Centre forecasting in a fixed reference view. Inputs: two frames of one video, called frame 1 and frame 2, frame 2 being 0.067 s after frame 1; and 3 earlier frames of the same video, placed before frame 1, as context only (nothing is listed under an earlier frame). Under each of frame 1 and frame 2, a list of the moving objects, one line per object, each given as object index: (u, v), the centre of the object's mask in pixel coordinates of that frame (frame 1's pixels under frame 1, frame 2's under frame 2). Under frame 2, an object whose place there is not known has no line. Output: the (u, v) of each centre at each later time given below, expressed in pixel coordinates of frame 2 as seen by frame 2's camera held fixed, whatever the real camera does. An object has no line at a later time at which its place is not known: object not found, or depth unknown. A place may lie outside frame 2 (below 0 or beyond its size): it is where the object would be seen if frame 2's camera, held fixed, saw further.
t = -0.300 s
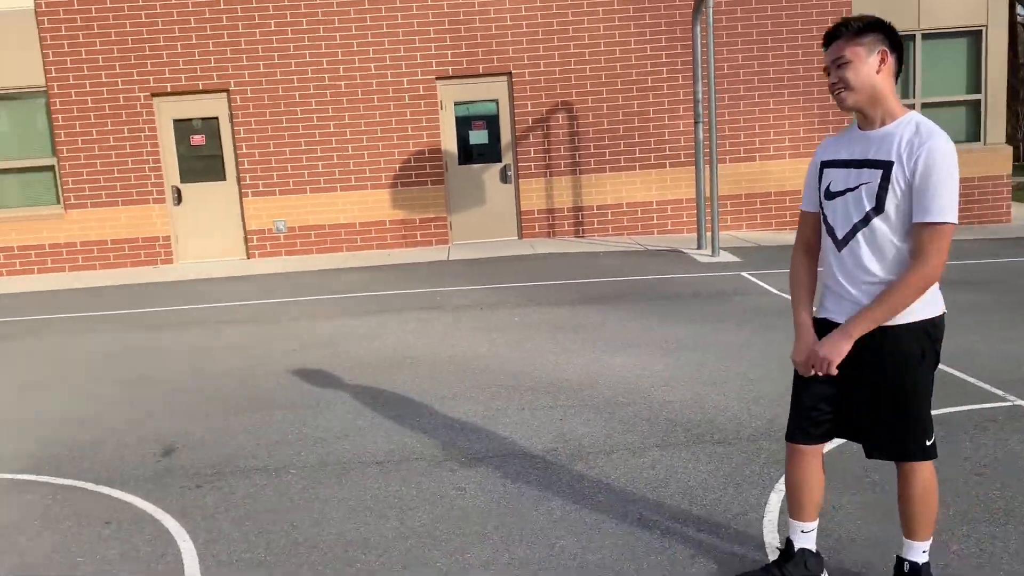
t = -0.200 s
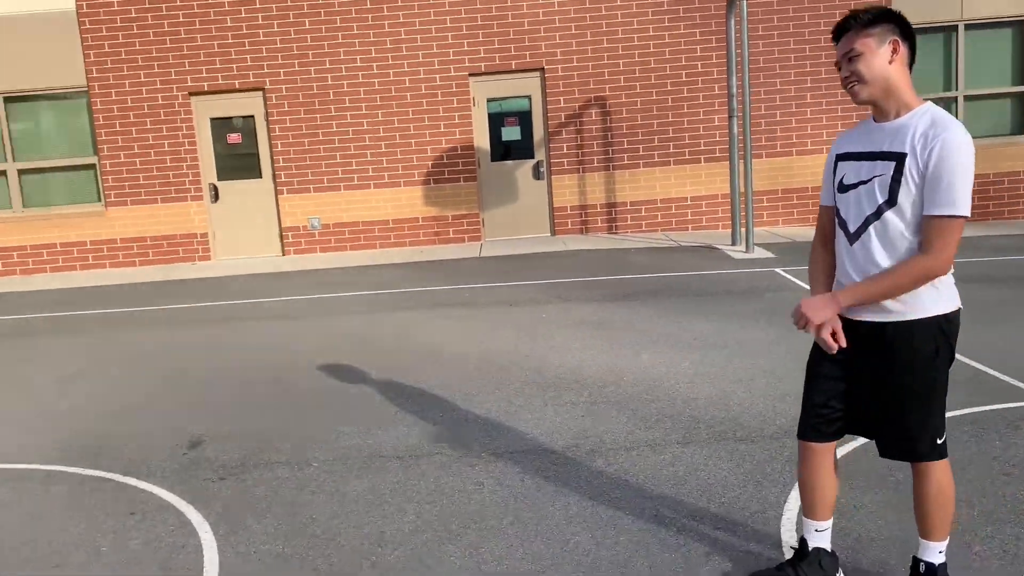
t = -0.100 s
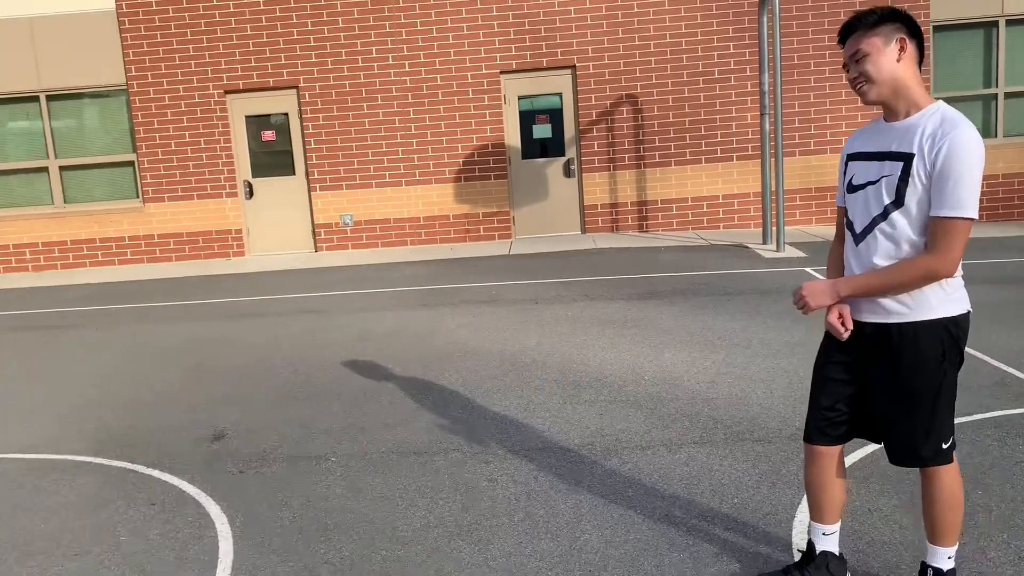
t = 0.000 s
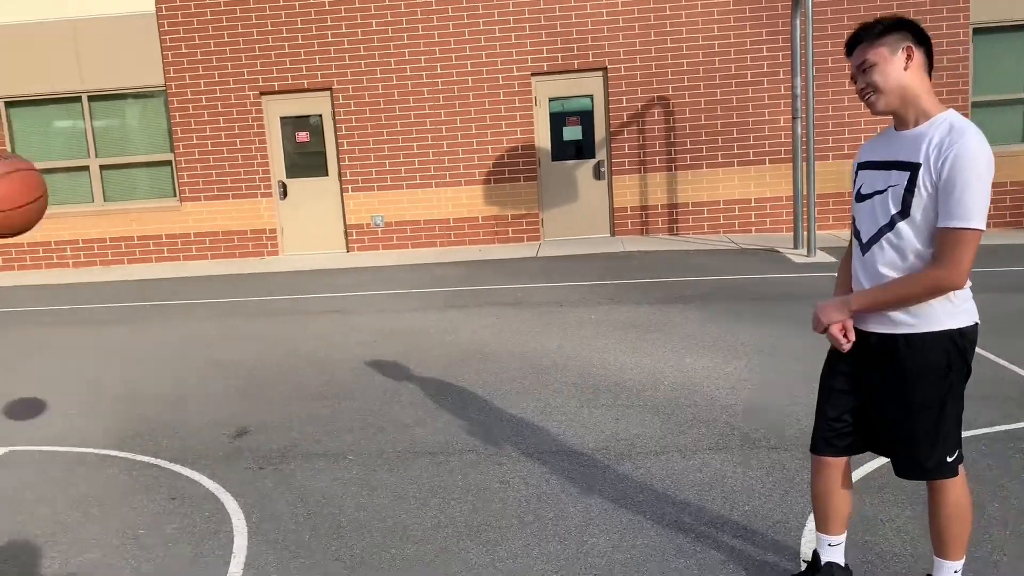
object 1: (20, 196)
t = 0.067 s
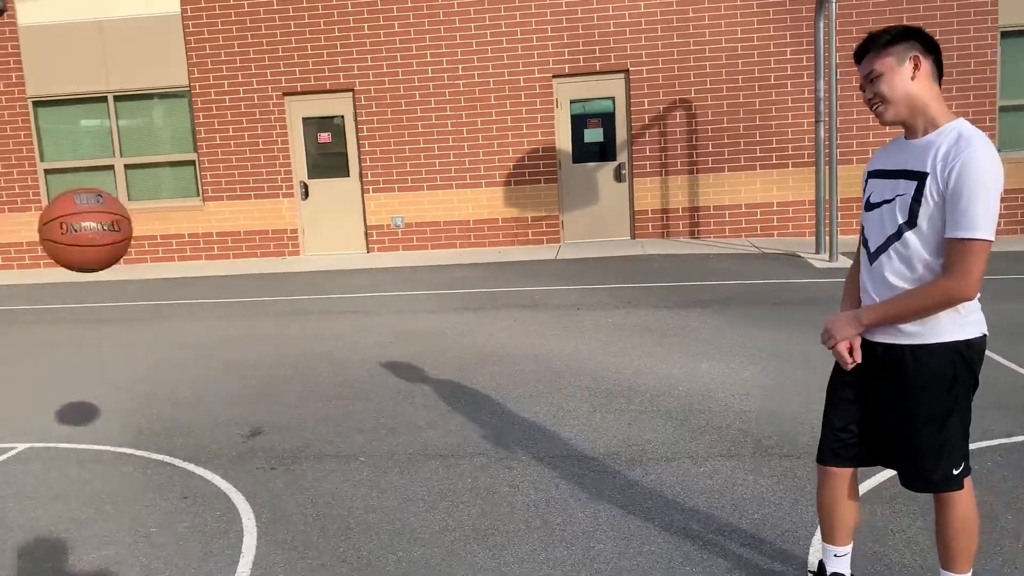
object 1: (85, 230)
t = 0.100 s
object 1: (118, 253)
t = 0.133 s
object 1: (153, 279)
